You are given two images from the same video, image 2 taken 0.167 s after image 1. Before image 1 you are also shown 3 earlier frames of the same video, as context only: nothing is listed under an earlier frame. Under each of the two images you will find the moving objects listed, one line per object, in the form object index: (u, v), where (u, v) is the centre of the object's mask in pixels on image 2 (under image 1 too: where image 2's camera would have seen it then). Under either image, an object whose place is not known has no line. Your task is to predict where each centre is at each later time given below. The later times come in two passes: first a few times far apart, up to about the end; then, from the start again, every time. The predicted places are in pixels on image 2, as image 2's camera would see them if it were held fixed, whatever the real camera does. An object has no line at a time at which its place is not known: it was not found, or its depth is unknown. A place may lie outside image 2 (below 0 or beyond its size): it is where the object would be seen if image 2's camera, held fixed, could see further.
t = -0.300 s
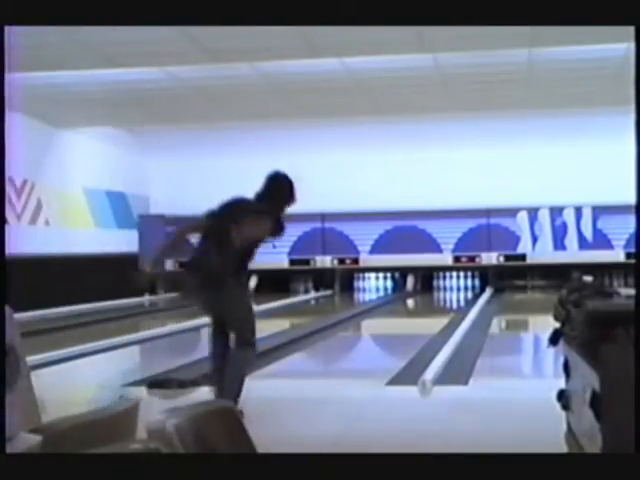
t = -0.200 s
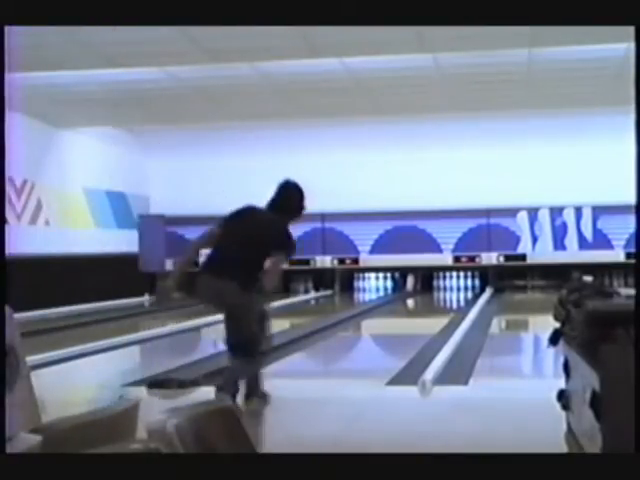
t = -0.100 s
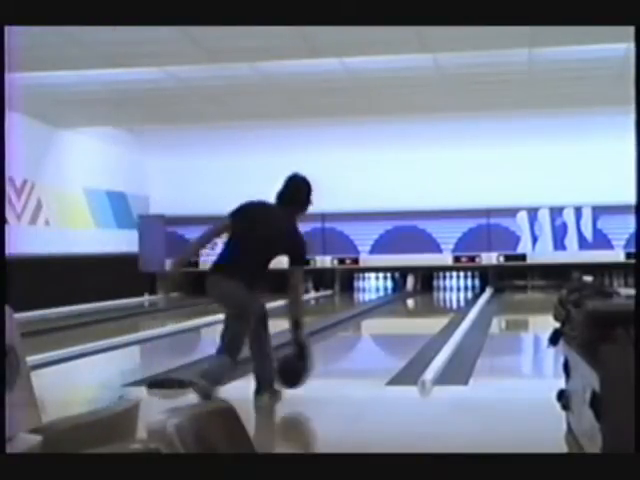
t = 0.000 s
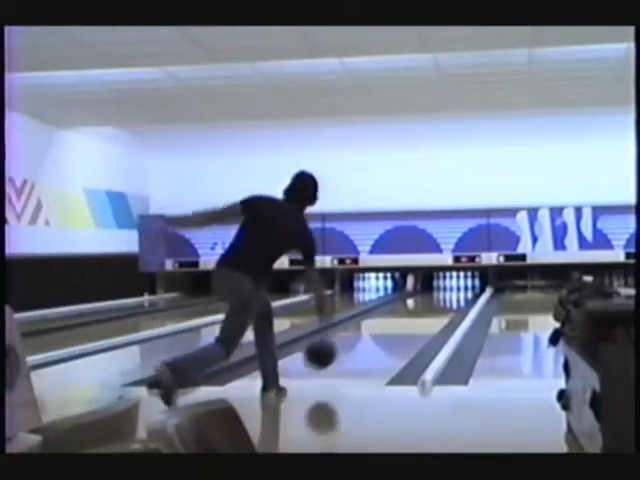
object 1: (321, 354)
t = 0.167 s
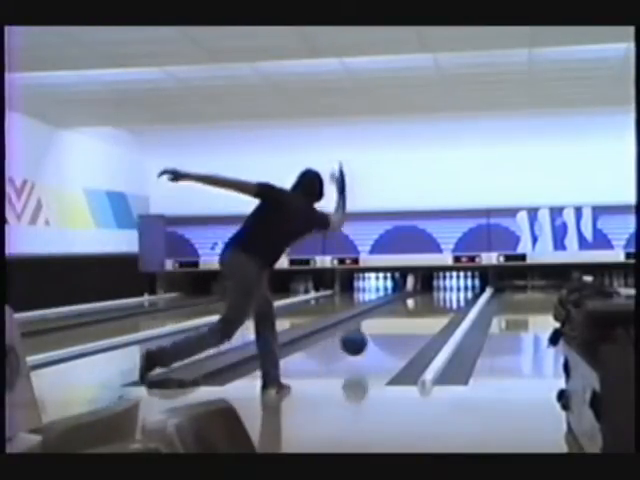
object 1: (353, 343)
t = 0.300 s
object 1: (375, 346)
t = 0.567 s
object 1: (404, 328)
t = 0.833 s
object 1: (426, 319)
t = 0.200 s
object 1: (360, 346)
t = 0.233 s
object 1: (365, 349)
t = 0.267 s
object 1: (370, 350)
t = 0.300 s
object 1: (375, 346)
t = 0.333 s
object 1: (379, 345)
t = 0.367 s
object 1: (384, 341)
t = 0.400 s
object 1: (387, 340)
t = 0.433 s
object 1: (391, 335)
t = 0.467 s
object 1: (395, 333)
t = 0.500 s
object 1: (398, 331)
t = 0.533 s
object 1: (401, 330)
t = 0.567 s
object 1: (404, 328)
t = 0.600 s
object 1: (407, 326)
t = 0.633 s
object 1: (409, 325)
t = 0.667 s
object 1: (412, 325)
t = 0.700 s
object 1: (415, 320)
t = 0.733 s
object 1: (418, 322)
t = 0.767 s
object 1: (421, 319)
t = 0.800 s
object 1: (424, 318)
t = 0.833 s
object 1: (426, 319)
